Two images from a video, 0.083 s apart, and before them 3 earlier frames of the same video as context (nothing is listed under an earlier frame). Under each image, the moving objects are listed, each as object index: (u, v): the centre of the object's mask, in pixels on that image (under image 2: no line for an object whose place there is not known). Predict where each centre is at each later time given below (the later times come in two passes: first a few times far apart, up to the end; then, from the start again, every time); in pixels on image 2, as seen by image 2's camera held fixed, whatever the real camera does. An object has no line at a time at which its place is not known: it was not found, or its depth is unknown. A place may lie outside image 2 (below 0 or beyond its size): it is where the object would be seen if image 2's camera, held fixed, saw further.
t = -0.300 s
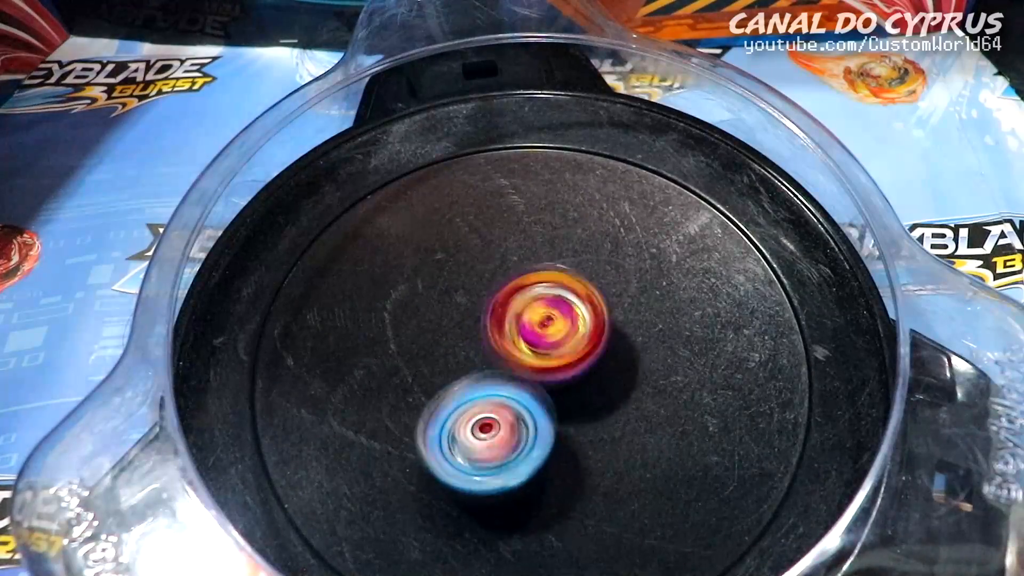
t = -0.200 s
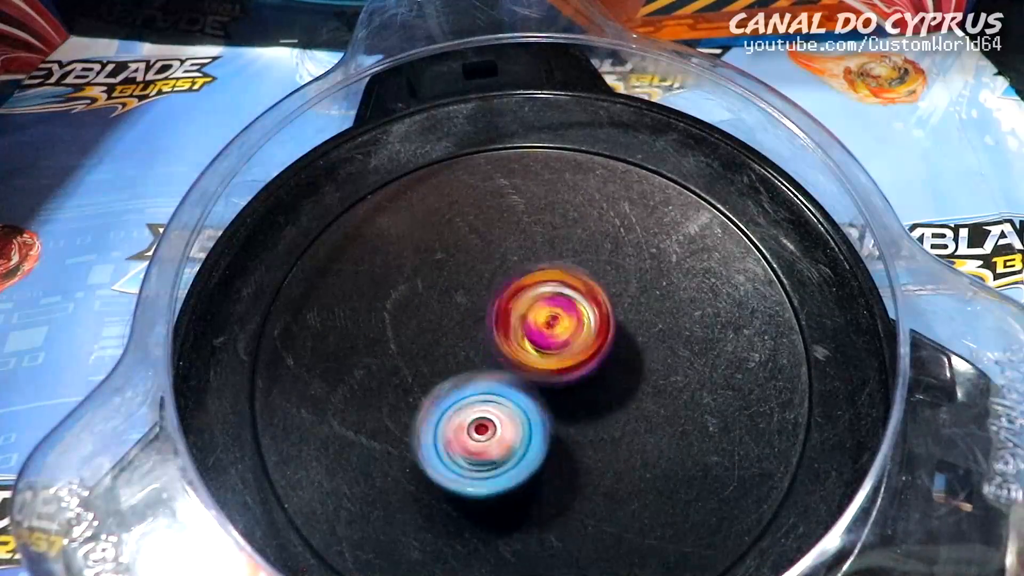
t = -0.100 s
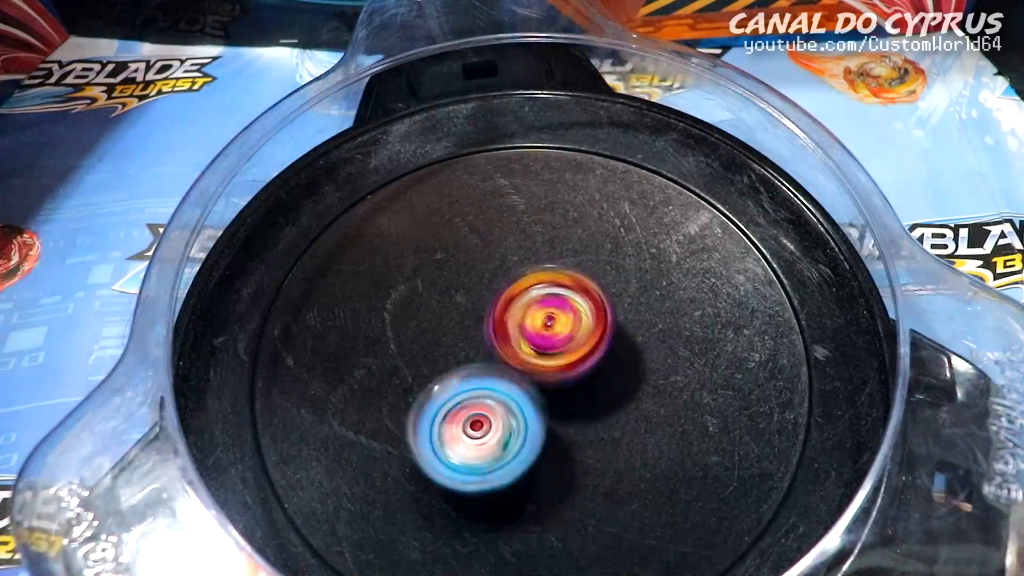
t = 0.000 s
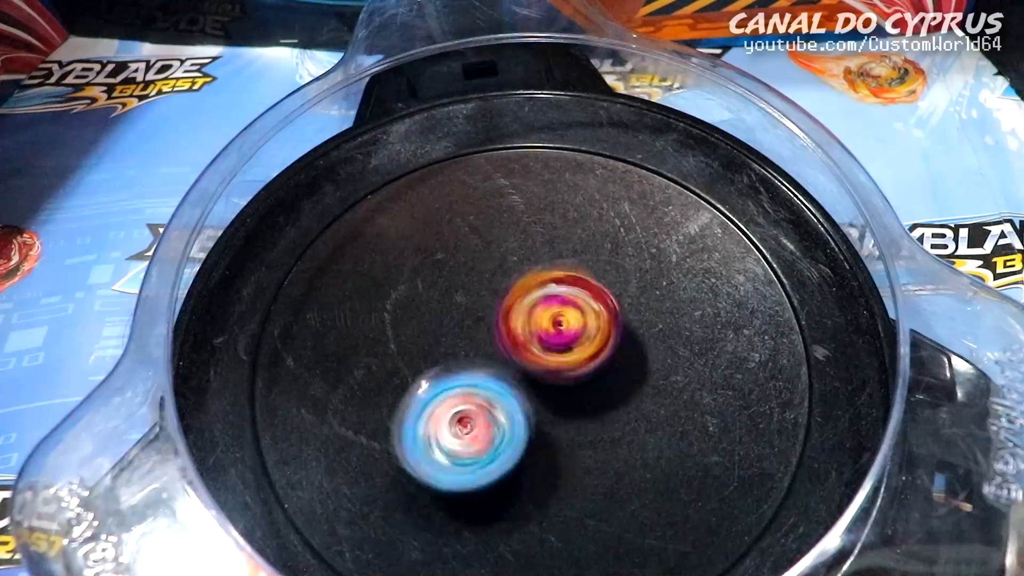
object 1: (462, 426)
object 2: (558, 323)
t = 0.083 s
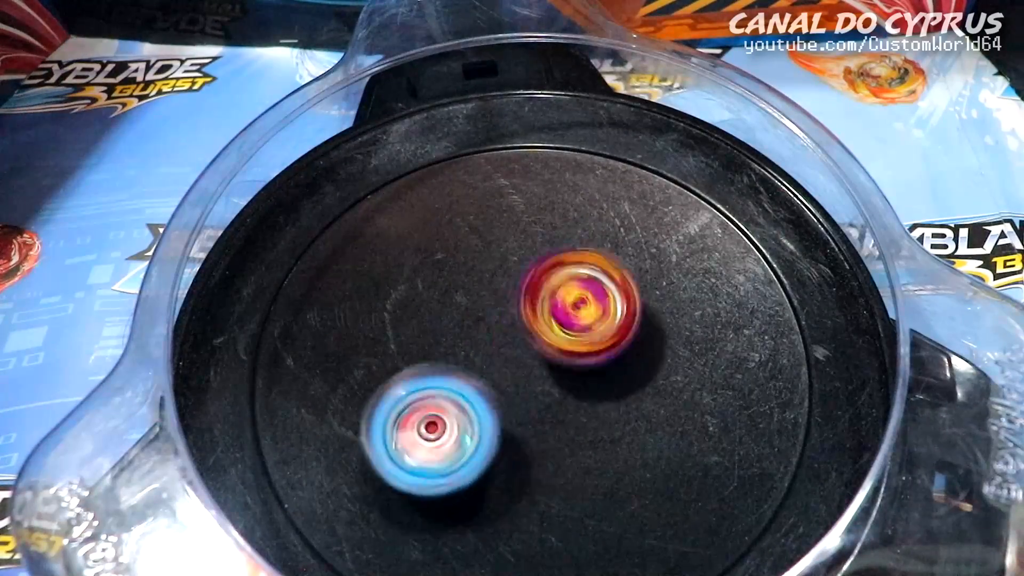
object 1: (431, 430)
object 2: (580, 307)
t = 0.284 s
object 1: (414, 407)
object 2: (578, 306)
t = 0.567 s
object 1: (411, 386)
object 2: (560, 316)
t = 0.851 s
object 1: (421, 352)
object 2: (563, 306)
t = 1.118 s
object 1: (416, 334)
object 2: (561, 313)
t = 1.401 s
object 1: (436, 338)
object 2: (581, 318)
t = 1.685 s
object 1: (438, 351)
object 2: (594, 324)
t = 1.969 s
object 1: (471, 384)
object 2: (594, 311)
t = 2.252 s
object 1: (500, 438)
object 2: (611, 292)
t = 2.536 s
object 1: (526, 428)
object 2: (570, 298)
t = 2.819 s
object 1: (537, 416)
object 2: (579, 283)
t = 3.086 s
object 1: (537, 417)
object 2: (541, 285)
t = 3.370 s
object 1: (557, 422)
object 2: (530, 306)
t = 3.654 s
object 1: (593, 418)
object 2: (498, 310)
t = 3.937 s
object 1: (575, 388)
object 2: (496, 308)
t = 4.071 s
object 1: (576, 388)
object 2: (497, 309)
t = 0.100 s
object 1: (428, 428)
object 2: (580, 307)
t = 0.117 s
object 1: (425, 426)
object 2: (582, 308)
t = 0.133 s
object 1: (423, 422)
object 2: (580, 308)
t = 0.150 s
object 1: (420, 420)
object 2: (580, 309)
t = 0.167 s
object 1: (419, 419)
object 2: (577, 308)
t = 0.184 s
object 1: (419, 417)
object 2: (577, 307)
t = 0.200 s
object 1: (419, 413)
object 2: (576, 305)
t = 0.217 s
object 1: (417, 411)
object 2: (578, 305)
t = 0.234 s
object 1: (416, 410)
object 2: (578, 305)
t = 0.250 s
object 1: (416, 409)
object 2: (578, 305)
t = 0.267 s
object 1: (415, 408)
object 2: (578, 306)
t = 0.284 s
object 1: (414, 407)
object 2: (578, 306)
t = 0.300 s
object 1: (415, 406)
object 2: (577, 309)
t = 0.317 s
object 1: (415, 404)
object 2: (575, 309)
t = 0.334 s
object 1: (414, 402)
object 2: (574, 310)
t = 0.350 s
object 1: (414, 402)
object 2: (573, 310)
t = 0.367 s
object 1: (413, 401)
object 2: (574, 310)
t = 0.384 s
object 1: (413, 399)
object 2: (573, 312)
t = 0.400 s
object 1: (412, 398)
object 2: (573, 311)
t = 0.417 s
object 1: (412, 397)
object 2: (572, 313)
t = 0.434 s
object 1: (412, 395)
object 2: (572, 313)
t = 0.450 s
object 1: (412, 394)
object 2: (570, 314)
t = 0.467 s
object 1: (411, 393)
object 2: (568, 315)
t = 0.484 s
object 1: (411, 392)
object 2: (566, 316)
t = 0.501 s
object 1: (411, 391)
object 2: (564, 316)
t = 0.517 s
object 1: (411, 389)
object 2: (564, 315)
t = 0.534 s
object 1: (410, 389)
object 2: (562, 316)
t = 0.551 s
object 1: (410, 388)
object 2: (562, 315)
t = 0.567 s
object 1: (411, 386)
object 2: (560, 316)
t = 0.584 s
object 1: (411, 384)
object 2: (561, 315)
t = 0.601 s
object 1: (411, 383)
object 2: (559, 316)
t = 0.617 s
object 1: (411, 382)
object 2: (558, 316)
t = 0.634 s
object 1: (412, 379)
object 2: (556, 316)
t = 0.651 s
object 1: (412, 377)
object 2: (555, 315)
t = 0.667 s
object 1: (412, 376)
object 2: (554, 314)
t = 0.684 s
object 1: (413, 374)
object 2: (553, 314)
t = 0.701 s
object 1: (416, 369)
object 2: (552, 313)
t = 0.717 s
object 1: (416, 366)
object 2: (551, 313)
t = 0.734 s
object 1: (418, 364)
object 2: (551, 312)
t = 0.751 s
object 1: (419, 362)
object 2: (550, 311)
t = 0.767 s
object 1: (421, 358)
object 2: (549, 312)
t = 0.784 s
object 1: (422, 355)
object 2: (548, 311)
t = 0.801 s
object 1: (425, 352)
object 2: (548, 310)
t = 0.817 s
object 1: (425, 350)
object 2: (548, 310)
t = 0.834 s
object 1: (421, 355)
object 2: (555, 307)
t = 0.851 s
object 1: (421, 352)
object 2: (563, 306)
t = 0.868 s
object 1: (414, 351)
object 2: (566, 305)
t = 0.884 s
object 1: (413, 351)
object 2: (571, 304)
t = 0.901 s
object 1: (410, 348)
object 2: (574, 306)
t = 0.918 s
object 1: (408, 348)
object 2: (576, 308)
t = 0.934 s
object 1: (408, 348)
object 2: (576, 311)
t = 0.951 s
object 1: (408, 348)
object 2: (573, 312)
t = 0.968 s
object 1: (411, 348)
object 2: (571, 314)
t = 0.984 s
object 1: (413, 347)
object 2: (569, 315)
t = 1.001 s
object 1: (415, 345)
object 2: (567, 315)
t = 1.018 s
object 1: (417, 342)
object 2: (566, 314)
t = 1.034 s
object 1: (418, 340)
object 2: (565, 314)
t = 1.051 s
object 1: (418, 338)
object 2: (562, 313)
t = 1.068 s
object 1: (417, 337)
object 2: (562, 312)
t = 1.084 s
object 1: (416, 336)
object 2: (560, 312)
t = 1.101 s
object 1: (416, 335)
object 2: (562, 311)
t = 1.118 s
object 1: (416, 334)
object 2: (561, 313)
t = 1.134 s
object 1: (416, 335)
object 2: (562, 312)
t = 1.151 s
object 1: (418, 334)
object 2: (561, 313)
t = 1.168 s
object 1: (420, 334)
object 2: (560, 314)
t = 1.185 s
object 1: (422, 334)
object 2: (561, 313)
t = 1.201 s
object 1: (427, 335)
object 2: (560, 314)
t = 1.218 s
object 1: (432, 335)
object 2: (561, 314)
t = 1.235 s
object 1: (435, 334)
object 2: (561, 316)
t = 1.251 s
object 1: (432, 334)
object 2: (566, 315)
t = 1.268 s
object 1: (430, 337)
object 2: (573, 313)
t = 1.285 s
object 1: (432, 337)
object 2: (574, 314)
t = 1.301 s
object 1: (434, 339)
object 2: (577, 315)
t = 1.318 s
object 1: (436, 337)
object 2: (577, 316)
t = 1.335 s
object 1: (438, 336)
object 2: (576, 317)
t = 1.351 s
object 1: (441, 336)
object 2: (575, 318)
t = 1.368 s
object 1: (441, 336)
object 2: (573, 319)
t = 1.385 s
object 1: (436, 339)
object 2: (576, 319)
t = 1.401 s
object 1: (436, 338)
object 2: (581, 318)
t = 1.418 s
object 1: (433, 337)
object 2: (582, 319)
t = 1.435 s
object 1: (430, 337)
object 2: (585, 319)
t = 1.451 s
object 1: (429, 340)
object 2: (587, 320)
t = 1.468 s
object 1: (430, 341)
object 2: (585, 322)
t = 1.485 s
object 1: (433, 343)
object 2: (583, 323)
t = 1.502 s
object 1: (436, 342)
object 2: (580, 322)
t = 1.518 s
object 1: (439, 342)
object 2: (577, 322)
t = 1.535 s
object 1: (442, 340)
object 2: (575, 320)
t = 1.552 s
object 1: (443, 338)
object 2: (575, 319)
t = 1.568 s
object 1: (440, 339)
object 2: (579, 319)
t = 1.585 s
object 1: (435, 342)
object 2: (586, 318)
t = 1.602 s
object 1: (433, 345)
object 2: (591, 316)
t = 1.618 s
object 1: (433, 346)
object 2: (595, 317)
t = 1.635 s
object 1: (434, 349)
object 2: (596, 317)
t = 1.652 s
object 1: (436, 350)
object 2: (598, 319)
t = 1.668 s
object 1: (436, 351)
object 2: (598, 321)
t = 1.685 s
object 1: (438, 351)
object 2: (594, 324)
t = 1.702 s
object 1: (440, 352)
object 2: (592, 326)
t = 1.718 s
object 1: (440, 354)
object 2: (587, 327)
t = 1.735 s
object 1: (442, 356)
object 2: (584, 326)
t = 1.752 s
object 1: (445, 356)
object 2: (579, 326)
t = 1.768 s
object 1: (448, 358)
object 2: (577, 324)
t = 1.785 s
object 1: (450, 360)
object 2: (575, 324)
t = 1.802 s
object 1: (453, 362)
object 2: (574, 323)
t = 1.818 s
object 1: (457, 364)
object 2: (575, 320)
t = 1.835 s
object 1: (461, 367)
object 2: (574, 320)
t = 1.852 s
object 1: (460, 371)
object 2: (578, 317)
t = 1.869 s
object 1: (458, 375)
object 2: (584, 313)
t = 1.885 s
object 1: (459, 378)
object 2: (589, 311)
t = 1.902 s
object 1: (461, 380)
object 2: (592, 310)
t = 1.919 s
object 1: (463, 381)
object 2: (595, 308)
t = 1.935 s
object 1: (465, 382)
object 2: (595, 310)
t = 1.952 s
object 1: (468, 382)
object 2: (596, 311)
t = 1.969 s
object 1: (471, 384)
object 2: (594, 311)
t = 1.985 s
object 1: (474, 385)
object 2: (592, 312)
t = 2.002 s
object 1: (477, 385)
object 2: (589, 313)
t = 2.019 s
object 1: (481, 386)
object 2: (586, 313)
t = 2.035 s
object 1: (484, 385)
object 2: (585, 311)
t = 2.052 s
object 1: (487, 387)
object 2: (587, 309)
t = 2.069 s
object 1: (491, 388)
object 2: (589, 307)
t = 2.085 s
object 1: (495, 388)
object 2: (588, 308)
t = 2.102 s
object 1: (498, 388)
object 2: (589, 307)
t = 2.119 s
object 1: (502, 388)
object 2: (589, 305)
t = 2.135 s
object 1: (503, 394)
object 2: (591, 304)
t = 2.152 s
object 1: (502, 405)
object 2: (596, 301)
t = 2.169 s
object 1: (502, 411)
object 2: (602, 295)
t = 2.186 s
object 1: (498, 417)
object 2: (605, 292)
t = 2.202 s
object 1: (498, 423)
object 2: (608, 290)
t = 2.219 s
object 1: (500, 429)
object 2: (610, 291)
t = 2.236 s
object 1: (500, 433)
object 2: (611, 291)
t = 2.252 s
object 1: (500, 438)
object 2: (611, 292)
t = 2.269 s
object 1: (500, 442)
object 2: (610, 295)
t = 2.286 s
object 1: (501, 445)
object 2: (608, 295)
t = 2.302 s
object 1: (504, 446)
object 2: (606, 295)
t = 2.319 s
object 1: (504, 449)
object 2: (602, 297)
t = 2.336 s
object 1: (505, 450)
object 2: (599, 298)
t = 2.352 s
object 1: (506, 450)
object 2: (594, 298)
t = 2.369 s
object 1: (507, 450)
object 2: (589, 297)
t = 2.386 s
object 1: (508, 448)
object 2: (586, 297)
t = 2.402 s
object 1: (507, 448)
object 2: (581, 296)
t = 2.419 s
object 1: (509, 447)
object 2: (579, 294)
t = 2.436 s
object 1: (511, 446)
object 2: (579, 292)
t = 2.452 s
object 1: (512, 444)
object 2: (576, 294)
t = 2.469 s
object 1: (514, 442)
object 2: (575, 295)
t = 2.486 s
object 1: (519, 440)
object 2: (575, 294)
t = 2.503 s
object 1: (524, 436)
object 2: (574, 296)
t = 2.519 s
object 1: (526, 432)
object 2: (571, 297)
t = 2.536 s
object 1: (526, 428)
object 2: (570, 298)
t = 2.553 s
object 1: (528, 424)
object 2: (570, 300)
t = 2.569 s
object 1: (530, 419)
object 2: (567, 302)
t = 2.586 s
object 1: (533, 415)
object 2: (565, 304)
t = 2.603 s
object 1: (536, 410)
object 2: (565, 305)
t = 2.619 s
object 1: (541, 418)
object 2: (565, 303)
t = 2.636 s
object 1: (547, 421)
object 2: (565, 298)
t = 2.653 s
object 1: (550, 421)
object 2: (565, 290)
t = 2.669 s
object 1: (548, 421)
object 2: (567, 286)
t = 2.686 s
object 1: (546, 422)
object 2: (568, 282)
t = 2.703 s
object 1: (545, 422)
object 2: (569, 281)
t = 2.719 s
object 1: (545, 422)
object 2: (569, 280)
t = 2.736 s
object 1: (542, 421)
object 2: (572, 279)
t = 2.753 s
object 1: (542, 418)
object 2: (574, 279)
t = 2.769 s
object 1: (538, 417)
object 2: (576, 279)
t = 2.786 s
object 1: (535, 416)
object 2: (578, 280)
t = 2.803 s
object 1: (536, 416)
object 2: (579, 282)
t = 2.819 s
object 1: (537, 416)
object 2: (579, 283)
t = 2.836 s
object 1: (539, 413)
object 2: (581, 287)
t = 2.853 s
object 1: (540, 411)
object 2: (580, 291)
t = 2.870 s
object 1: (538, 409)
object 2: (576, 294)
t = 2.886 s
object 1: (535, 407)
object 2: (573, 297)
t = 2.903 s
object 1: (533, 404)
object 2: (569, 299)
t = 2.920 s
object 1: (532, 403)
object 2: (566, 301)
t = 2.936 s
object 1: (532, 404)
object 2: (560, 302)
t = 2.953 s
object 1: (533, 407)
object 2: (558, 299)
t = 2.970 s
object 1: (534, 413)
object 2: (556, 298)
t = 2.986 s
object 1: (537, 413)
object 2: (555, 296)
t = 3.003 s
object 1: (539, 414)
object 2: (553, 294)
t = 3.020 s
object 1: (541, 410)
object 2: (550, 293)
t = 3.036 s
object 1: (540, 406)
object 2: (547, 293)
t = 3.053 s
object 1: (537, 407)
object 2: (545, 292)
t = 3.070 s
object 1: (537, 412)
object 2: (542, 289)
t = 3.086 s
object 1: (537, 417)
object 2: (541, 285)
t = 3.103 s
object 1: (538, 421)
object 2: (538, 282)
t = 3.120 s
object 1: (541, 426)
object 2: (536, 280)
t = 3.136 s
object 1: (543, 429)
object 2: (534, 279)
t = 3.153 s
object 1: (544, 431)
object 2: (534, 279)
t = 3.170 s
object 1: (546, 432)
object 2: (531, 279)
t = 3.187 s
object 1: (546, 433)
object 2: (530, 280)
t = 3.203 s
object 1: (548, 433)
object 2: (529, 281)
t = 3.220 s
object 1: (547, 434)
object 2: (529, 281)
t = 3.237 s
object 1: (548, 433)
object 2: (530, 282)
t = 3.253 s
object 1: (546, 433)
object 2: (531, 285)
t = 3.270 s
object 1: (548, 434)
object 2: (532, 287)
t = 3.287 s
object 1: (548, 433)
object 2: (533, 290)
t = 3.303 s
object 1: (550, 434)
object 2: (533, 293)
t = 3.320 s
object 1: (552, 431)
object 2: (533, 296)
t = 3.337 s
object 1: (555, 429)
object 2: (533, 299)
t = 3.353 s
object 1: (556, 425)
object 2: (532, 302)
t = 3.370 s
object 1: (557, 422)
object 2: (530, 306)
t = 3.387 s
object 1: (557, 417)
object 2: (528, 308)
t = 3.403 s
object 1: (557, 414)
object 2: (525, 309)
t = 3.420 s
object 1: (557, 410)
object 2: (522, 310)
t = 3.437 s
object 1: (554, 407)
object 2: (519, 311)
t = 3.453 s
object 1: (555, 405)
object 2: (517, 309)
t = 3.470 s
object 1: (561, 407)
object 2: (512, 308)
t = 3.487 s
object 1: (567, 410)
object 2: (506, 308)
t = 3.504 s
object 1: (573, 414)
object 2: (502, 308)
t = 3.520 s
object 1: (577, 417)
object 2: (499, 309)
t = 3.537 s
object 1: (582, 420)
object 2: (498, 310)
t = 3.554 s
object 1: (586, 423)
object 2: (497, 310)
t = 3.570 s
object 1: (589, 424)
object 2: (498, 310)
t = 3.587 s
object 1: (592, 423)
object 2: (498, 310)
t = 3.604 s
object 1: (593, 422)
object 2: (498, 309)
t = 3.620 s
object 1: (594, 421)
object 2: (498, 309)
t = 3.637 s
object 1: (594, 419)
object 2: (498, 310)
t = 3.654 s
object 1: (593, 418)
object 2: (498, 310)
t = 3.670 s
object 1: (592, 417)
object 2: (498, 310)
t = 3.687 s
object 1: (591, 415)
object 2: (498, 310)
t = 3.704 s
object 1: (590, 413)
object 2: (498, 310)
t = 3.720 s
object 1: (589, 412)
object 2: (498, 310)
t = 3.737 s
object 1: (589, 410)
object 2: (498, 310)
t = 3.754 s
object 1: (590, 406)
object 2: (498, 310)
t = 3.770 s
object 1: (589, 403)
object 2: (498, 310)
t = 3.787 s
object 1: (588, 401)
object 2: (498, 310)
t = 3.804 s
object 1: (587, 397)
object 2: (498, 310)
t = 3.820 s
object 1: (585, 395)
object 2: (497, 309)
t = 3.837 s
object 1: (582, 394)
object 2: (498, 310)
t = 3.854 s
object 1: (580, 391)
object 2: (497, 309)
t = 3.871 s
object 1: (577, 389)
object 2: (497, 309)
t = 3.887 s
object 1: (576, 388)
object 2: (497, 309)
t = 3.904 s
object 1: (575, 388)
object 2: (496, 308)
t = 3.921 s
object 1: (575, 388)
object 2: (497, 309)
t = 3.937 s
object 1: (575, 388)
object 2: (496, 308)
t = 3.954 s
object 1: (575, 388)
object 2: (497, 309)
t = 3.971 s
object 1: (575, 388)
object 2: (496, 309)
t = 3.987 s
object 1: (575, 388)
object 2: (496, 309)
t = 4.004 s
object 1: (576, 388)
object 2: (497, 309)
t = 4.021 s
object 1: (576, 388)
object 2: (497, 309)
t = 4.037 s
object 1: (576, 388)
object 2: (497, 309)
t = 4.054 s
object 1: (575, 388)
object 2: (496, 309)
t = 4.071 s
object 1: (576, 388)
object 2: (497, 309)
